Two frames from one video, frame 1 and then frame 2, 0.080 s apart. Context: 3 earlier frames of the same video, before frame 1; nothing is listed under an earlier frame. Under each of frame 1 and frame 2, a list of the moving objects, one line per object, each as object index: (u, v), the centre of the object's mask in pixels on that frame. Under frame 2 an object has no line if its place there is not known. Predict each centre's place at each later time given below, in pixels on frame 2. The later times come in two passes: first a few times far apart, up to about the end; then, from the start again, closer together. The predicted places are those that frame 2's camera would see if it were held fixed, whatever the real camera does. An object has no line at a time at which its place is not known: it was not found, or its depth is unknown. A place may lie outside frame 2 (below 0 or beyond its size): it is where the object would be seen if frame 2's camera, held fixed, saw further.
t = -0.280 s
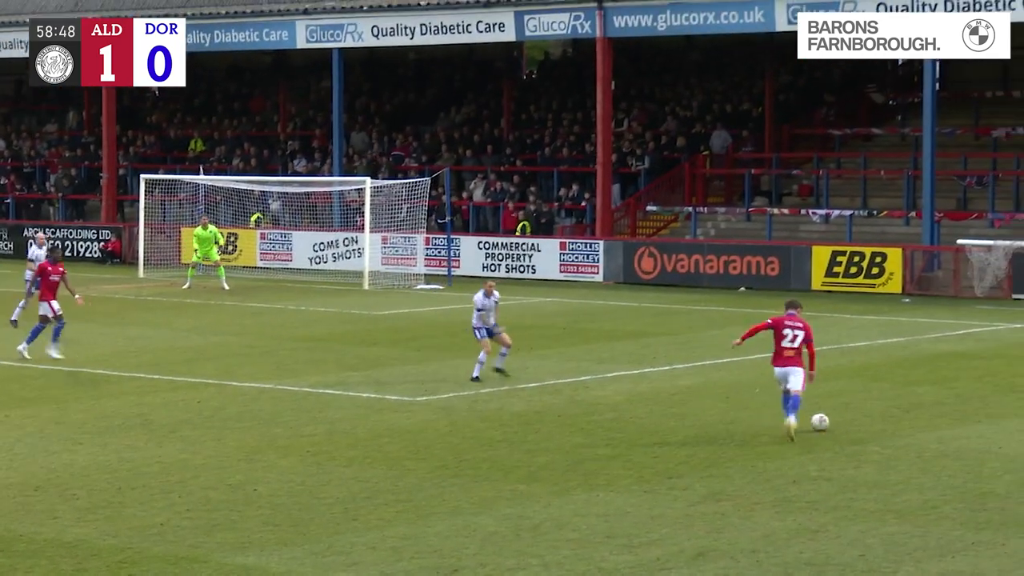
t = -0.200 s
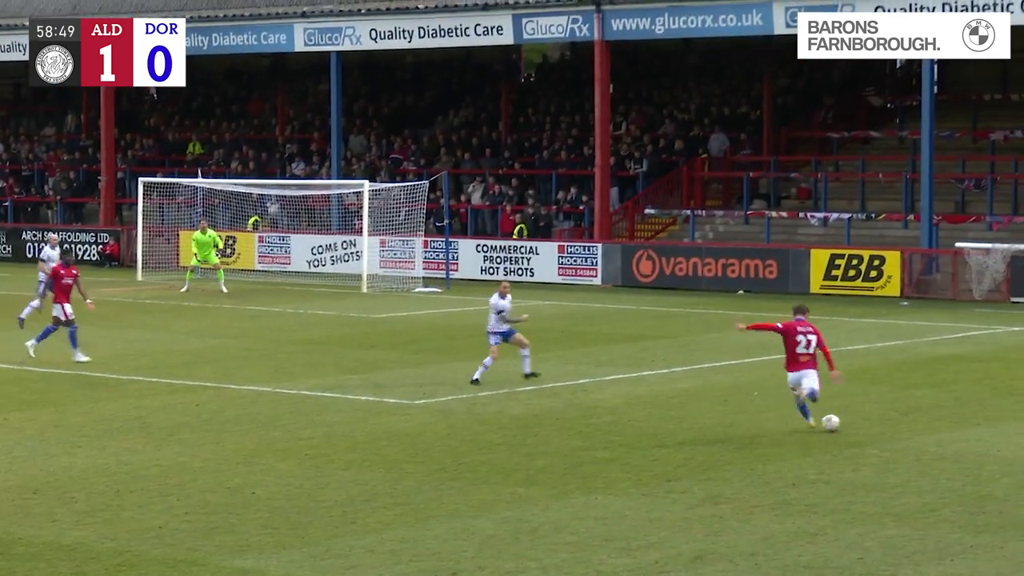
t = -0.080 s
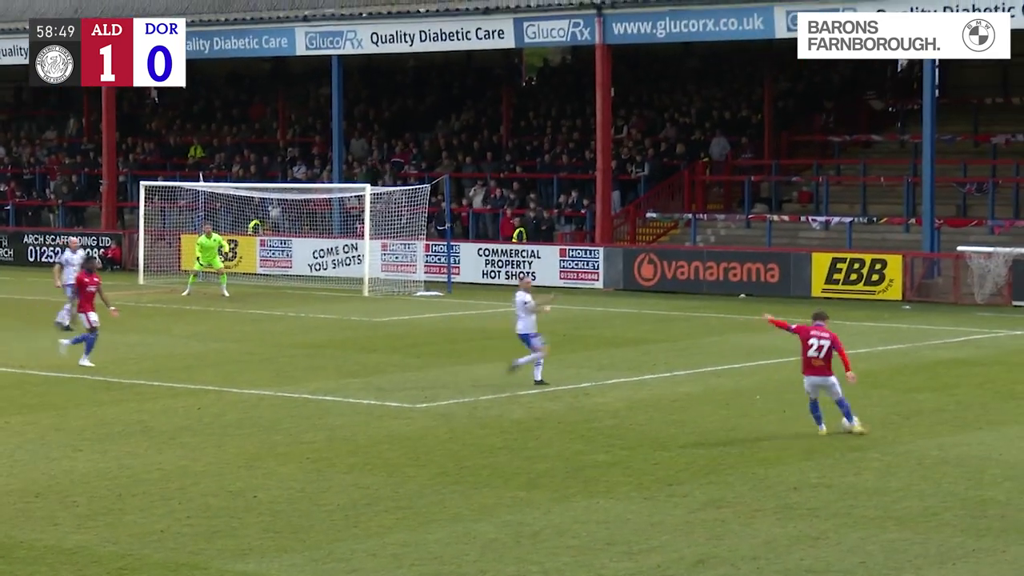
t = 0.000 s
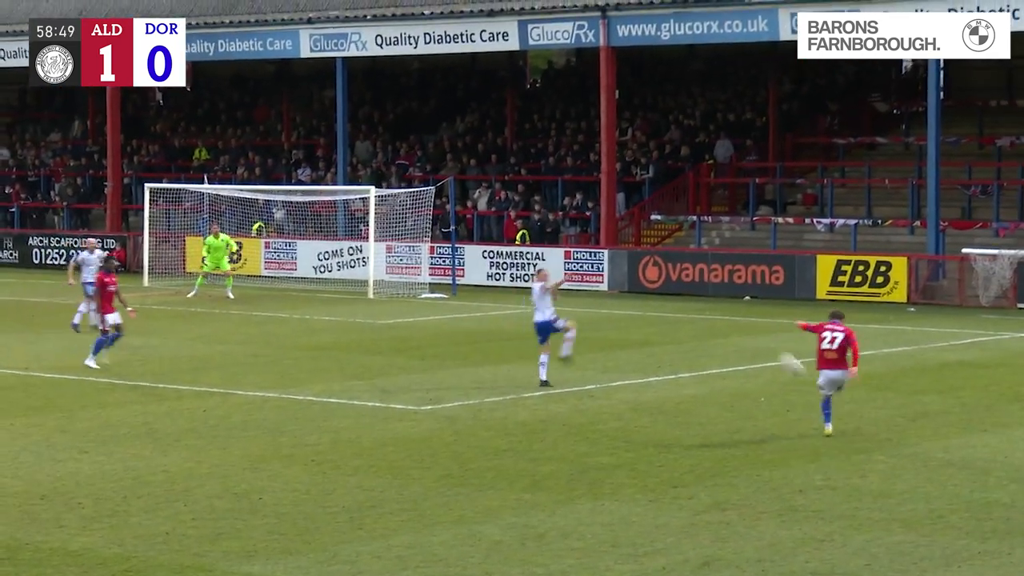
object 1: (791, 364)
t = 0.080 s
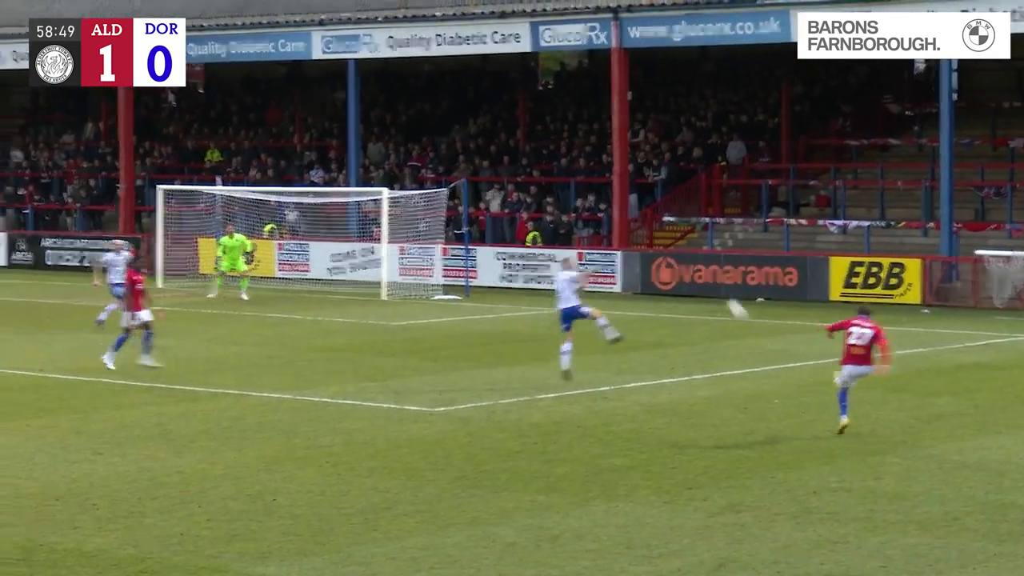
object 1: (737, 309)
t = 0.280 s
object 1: (588, 207)
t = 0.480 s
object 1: (461, 148)
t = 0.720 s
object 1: (326, 114)
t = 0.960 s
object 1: (207, 112)
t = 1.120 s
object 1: (132, 123)
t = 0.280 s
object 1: (588, 207)
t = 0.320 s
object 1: (561, 192)
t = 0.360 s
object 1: (535, 179)
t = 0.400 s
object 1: (510, 168)
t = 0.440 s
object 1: (485, 157)
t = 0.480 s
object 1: (461, 148)
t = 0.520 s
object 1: (437, 139)
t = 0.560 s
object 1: (414, 132)
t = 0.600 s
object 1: (392, 127)
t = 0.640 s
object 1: (370, 122)
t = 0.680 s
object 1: (348, 117)
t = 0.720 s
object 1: (326, 114)
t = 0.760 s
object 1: (306, 112)
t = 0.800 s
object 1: (285, 110)
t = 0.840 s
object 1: (265, 110)
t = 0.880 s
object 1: (245, 110)
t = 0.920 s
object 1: (226, 110)
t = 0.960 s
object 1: (207, 112)
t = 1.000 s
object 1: (188, 114)
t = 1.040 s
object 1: (168, 116)
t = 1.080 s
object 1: (150, 120)
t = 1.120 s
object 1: (132, 123)
